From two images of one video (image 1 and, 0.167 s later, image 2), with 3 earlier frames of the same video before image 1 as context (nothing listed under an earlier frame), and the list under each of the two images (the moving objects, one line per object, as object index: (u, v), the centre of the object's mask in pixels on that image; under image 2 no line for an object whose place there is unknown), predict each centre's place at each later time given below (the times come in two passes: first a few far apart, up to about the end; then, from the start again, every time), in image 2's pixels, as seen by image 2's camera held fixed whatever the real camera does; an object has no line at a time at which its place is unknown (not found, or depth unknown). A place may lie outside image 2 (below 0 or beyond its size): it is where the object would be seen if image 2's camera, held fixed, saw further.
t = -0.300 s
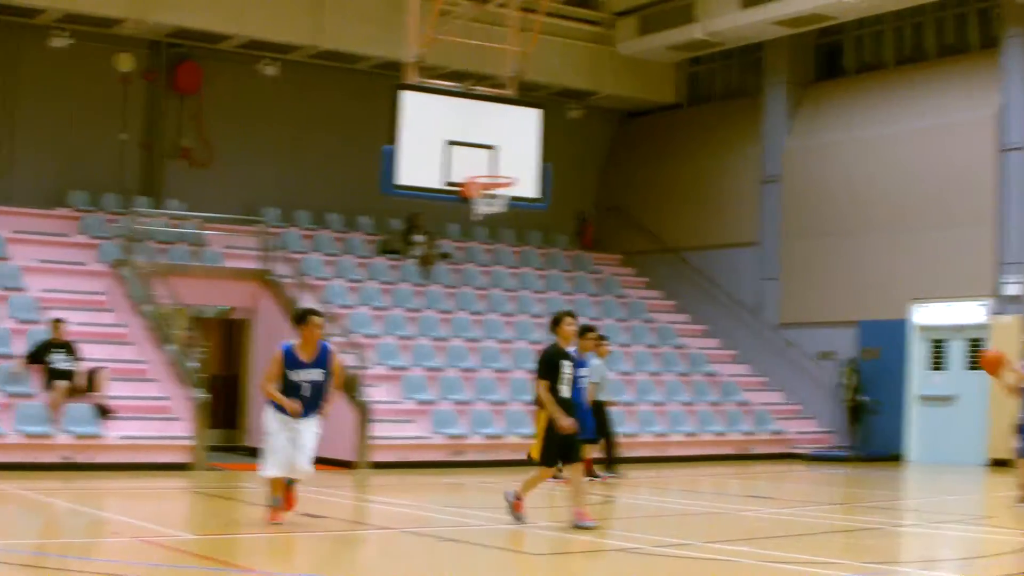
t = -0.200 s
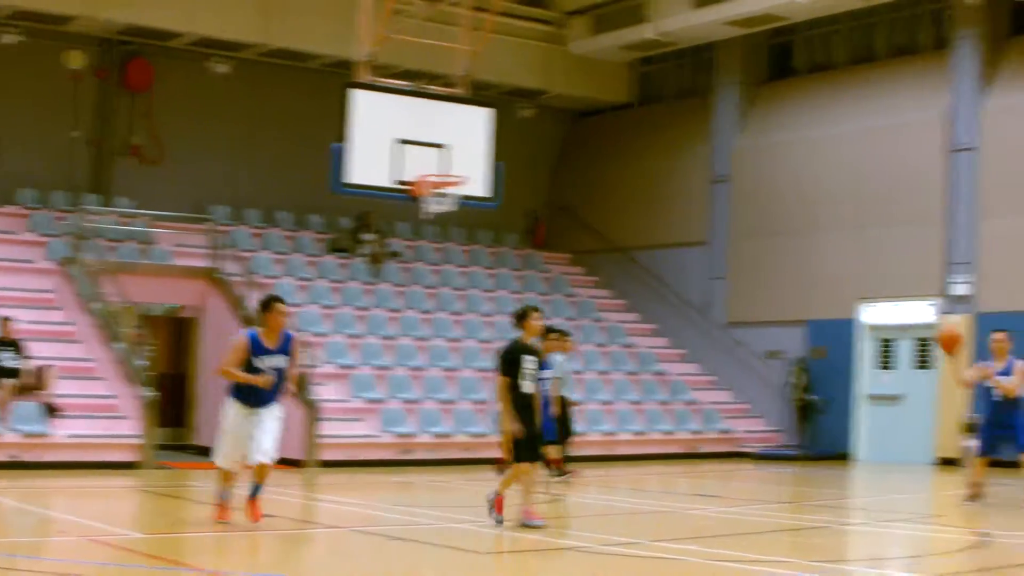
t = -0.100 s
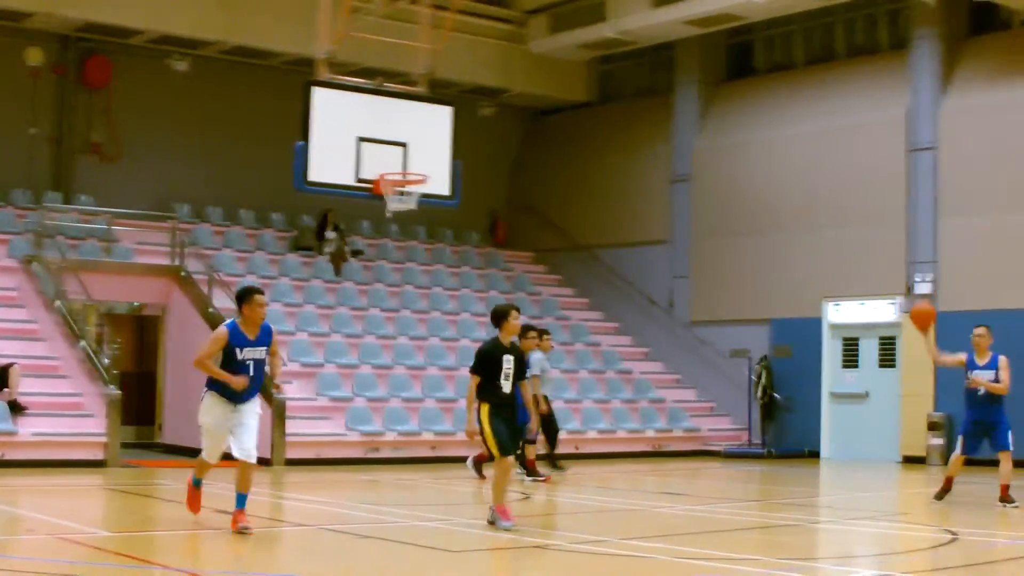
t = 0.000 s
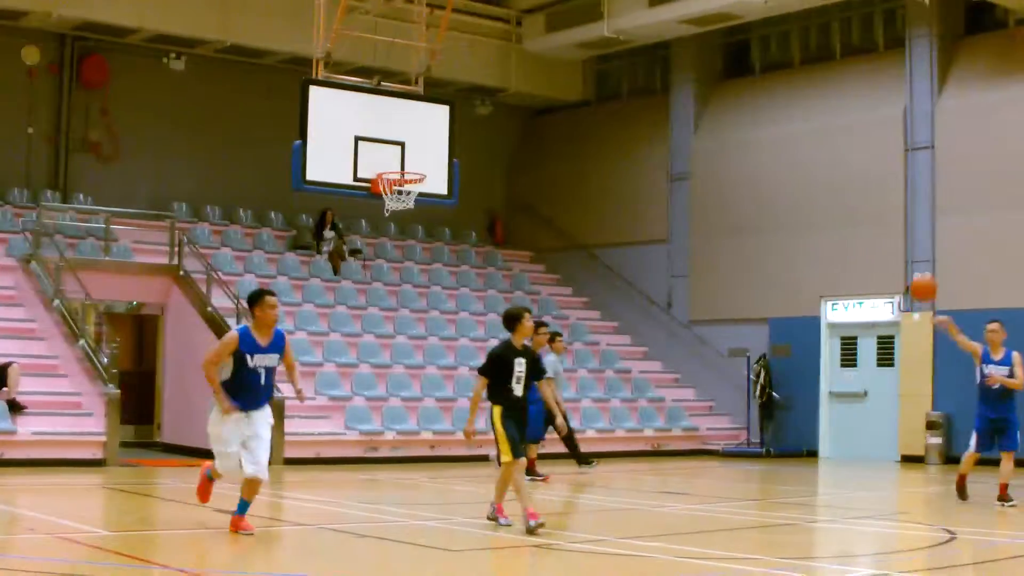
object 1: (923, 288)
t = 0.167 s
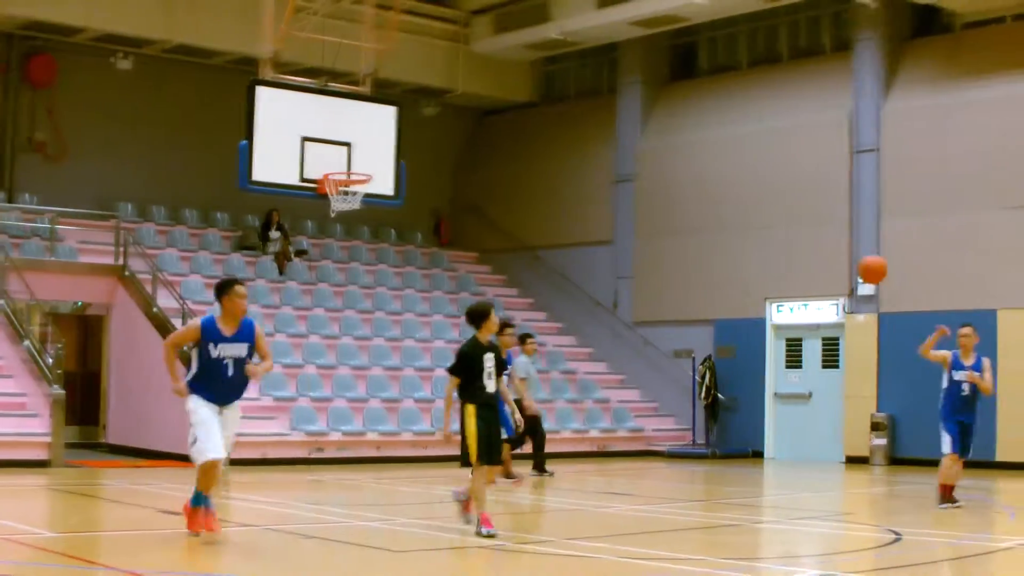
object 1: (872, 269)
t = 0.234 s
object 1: (874, 269)
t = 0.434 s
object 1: (881, 306)
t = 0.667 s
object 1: (888, 428)
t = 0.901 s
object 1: (890, 469)
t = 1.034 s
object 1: (898, 404)
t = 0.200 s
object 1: (873, 268)
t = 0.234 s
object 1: (874, 269)
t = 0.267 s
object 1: (875, 271)
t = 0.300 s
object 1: (876, 275)
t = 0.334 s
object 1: (877, 281)
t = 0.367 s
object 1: (878, 288)
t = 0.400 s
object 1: (880, 296)
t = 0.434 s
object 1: (881, 306)
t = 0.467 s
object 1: (882, 317)
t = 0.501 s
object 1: (883, 332)
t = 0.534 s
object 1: (883, 346)
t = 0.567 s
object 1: (883, 363)
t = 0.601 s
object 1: (886, 382)
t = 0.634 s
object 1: (886, 407)
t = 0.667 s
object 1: (888, 428)
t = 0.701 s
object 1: (889, 456)
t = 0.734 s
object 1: (885, 488)
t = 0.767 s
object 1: (885, 516)
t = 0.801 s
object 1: (885, 537)
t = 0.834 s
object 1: (887, 513)
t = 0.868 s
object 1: (889, 492)
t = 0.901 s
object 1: (890, 469)
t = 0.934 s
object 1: (891, 452)
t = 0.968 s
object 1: (894, 435)
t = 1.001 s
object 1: (897, 419)
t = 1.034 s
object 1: (898, 404)
